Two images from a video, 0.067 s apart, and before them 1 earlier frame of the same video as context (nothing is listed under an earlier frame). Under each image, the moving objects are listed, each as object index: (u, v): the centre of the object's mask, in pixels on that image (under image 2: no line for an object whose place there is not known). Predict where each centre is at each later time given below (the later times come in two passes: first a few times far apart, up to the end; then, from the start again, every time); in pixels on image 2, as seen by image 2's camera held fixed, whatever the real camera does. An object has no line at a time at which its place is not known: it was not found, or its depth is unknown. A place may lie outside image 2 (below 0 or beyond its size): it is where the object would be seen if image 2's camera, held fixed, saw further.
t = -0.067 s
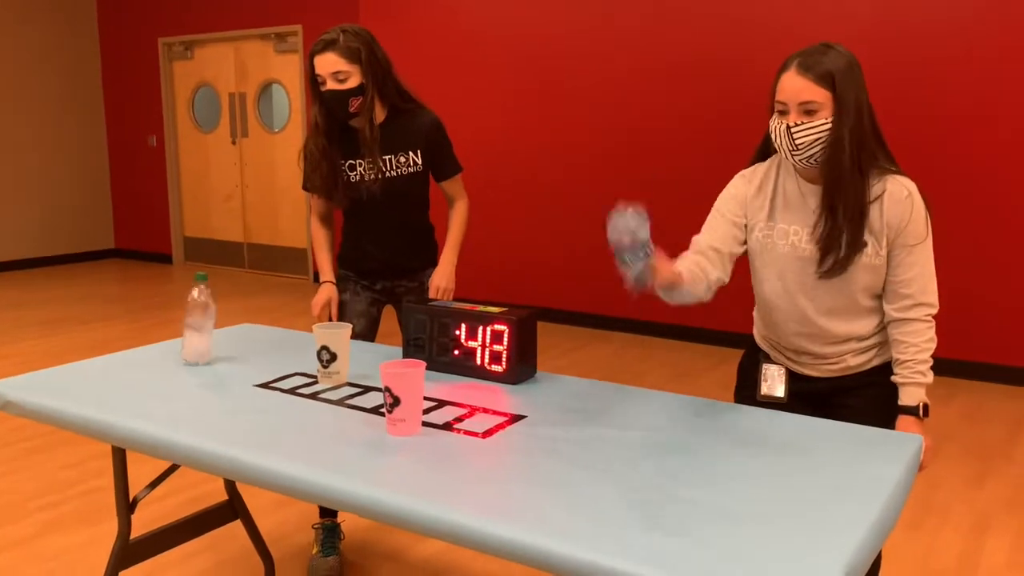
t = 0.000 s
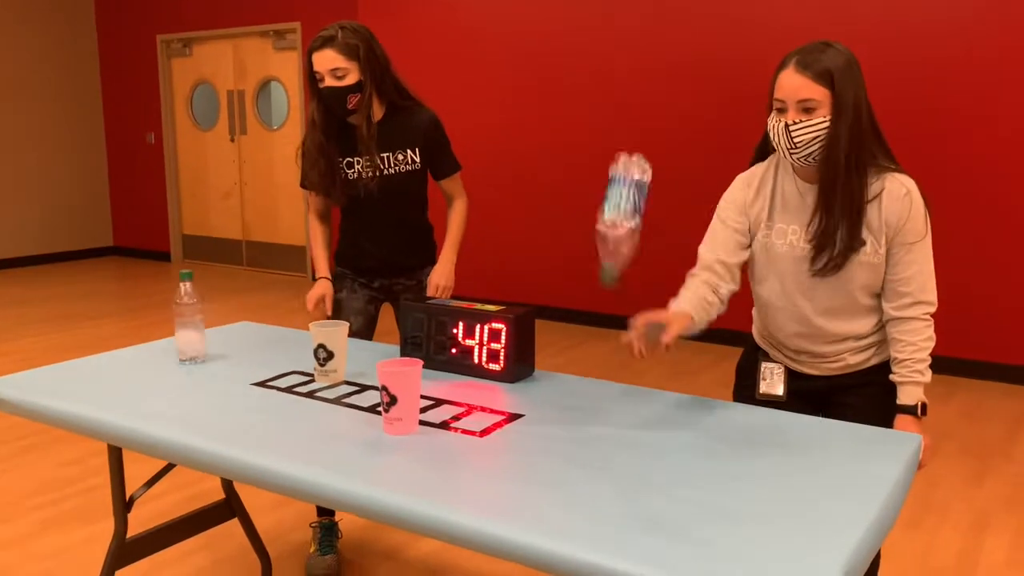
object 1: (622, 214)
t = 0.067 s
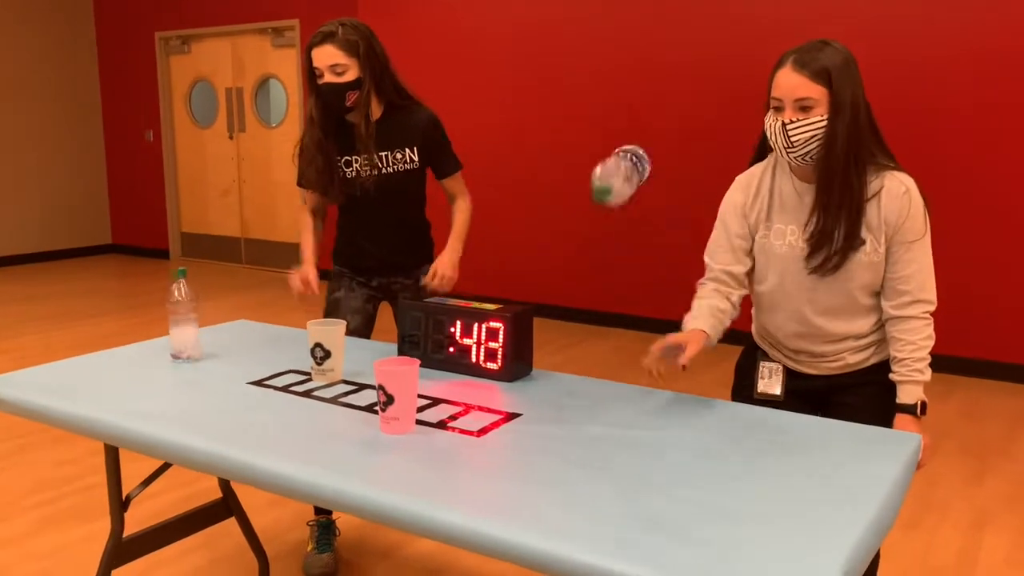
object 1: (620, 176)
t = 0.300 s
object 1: (610, 304)
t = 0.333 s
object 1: (609, 346)
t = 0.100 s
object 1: (619, 174)
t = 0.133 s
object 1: (618, 181)
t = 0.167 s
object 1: (617, 193)
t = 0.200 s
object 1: (615, 211)
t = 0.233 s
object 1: (613, 237)
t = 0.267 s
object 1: (611, 268)
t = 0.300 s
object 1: (610, 304)
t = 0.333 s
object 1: (609, 346)
